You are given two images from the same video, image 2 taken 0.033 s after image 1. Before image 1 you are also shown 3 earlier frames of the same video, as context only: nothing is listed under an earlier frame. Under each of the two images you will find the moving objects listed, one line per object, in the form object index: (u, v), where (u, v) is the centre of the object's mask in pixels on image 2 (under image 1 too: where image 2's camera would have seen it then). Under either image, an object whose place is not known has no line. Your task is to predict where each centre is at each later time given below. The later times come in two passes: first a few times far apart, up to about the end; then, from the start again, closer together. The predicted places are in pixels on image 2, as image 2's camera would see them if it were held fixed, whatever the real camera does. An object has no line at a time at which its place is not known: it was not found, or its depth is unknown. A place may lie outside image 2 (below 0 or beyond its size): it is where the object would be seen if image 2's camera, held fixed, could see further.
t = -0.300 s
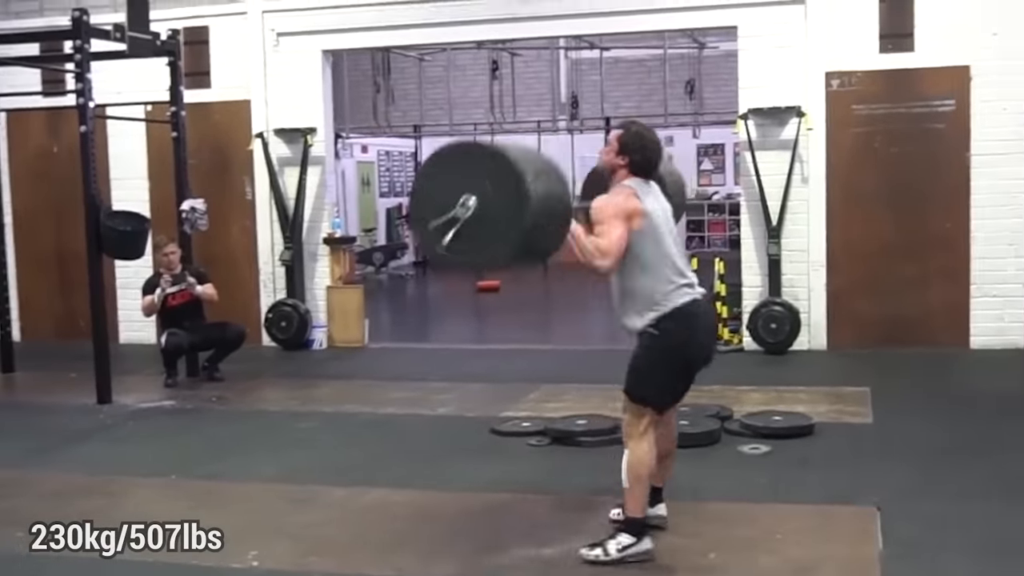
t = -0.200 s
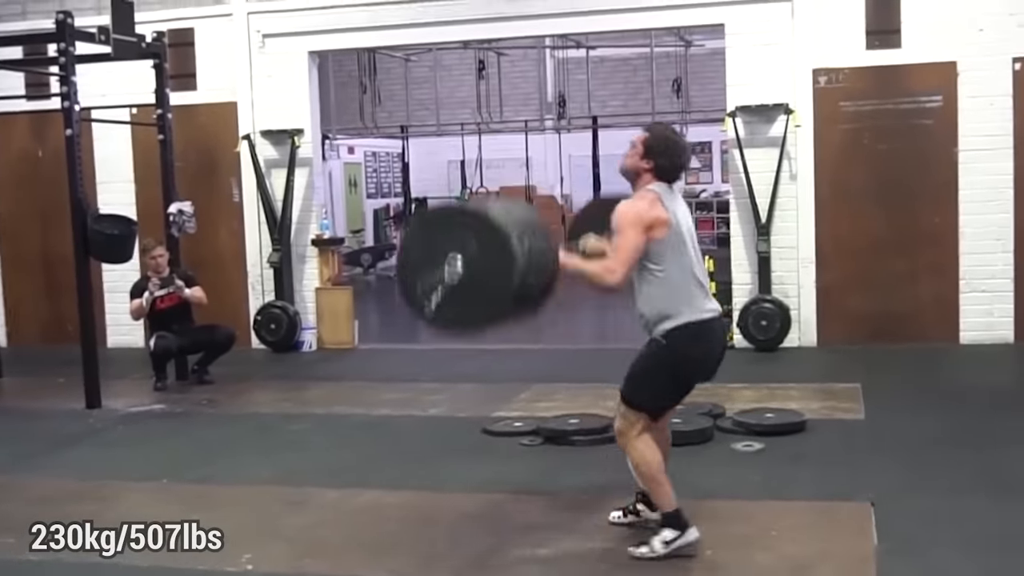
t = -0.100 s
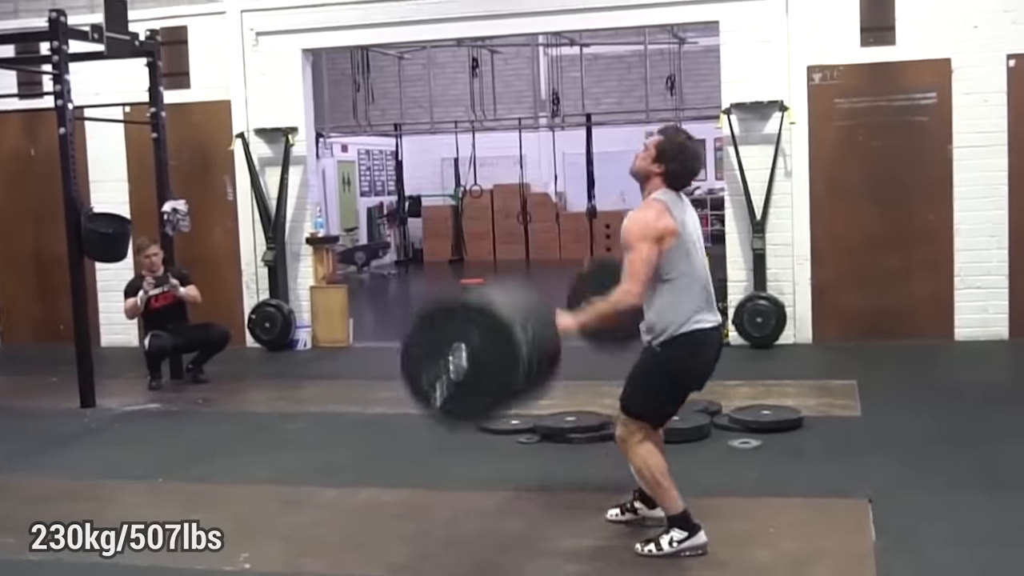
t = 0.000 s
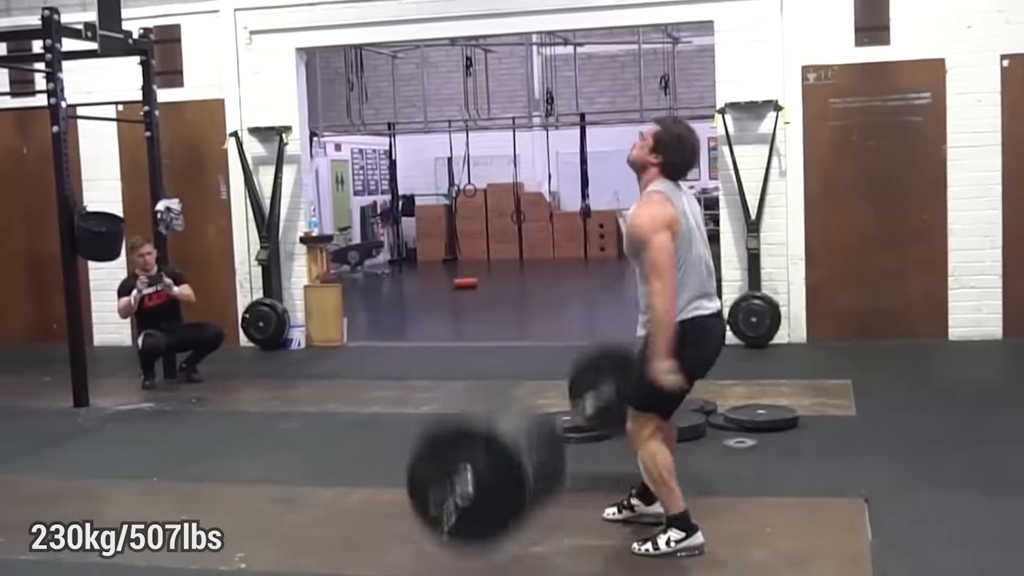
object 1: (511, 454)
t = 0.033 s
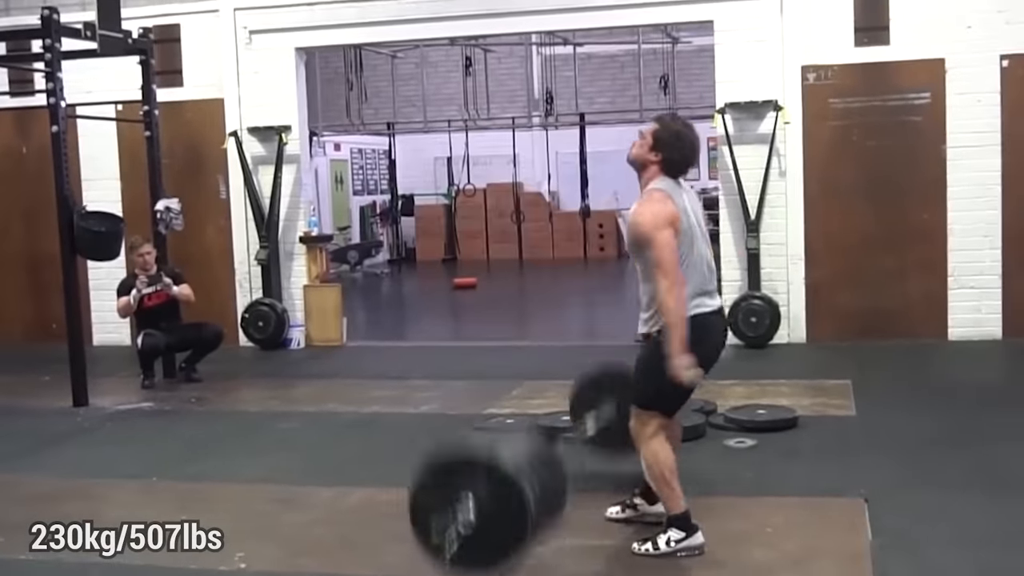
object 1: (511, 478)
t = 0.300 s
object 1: (528, 444)
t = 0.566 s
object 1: (541, 501)
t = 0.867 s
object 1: (532, 516)
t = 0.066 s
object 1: (533, 507)
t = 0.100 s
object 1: (524, 501)
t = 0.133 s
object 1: (521, 495)
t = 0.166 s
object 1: (522, 476)
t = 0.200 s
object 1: (524, 461)
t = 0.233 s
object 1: (524, 456)
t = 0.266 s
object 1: (525, 448)
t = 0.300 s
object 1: (528, 444)
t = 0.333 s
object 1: (528, 443)
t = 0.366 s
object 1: (530, 444)
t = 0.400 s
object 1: (531, 451)
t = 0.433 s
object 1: (531, 456)
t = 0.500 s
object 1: (533, 484)
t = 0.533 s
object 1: (536, 492)
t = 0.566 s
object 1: (541, 501)
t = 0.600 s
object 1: (540, 501)
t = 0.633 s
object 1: (538, 500)
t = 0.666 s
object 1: (535, 500)
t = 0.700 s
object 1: (533, 503)
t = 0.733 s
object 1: (532, 504)
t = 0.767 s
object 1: (532, 509)
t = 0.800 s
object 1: (533, 514)
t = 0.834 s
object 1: (534, 516)
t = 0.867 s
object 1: (532, 516)
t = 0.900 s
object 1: (531, 518)
